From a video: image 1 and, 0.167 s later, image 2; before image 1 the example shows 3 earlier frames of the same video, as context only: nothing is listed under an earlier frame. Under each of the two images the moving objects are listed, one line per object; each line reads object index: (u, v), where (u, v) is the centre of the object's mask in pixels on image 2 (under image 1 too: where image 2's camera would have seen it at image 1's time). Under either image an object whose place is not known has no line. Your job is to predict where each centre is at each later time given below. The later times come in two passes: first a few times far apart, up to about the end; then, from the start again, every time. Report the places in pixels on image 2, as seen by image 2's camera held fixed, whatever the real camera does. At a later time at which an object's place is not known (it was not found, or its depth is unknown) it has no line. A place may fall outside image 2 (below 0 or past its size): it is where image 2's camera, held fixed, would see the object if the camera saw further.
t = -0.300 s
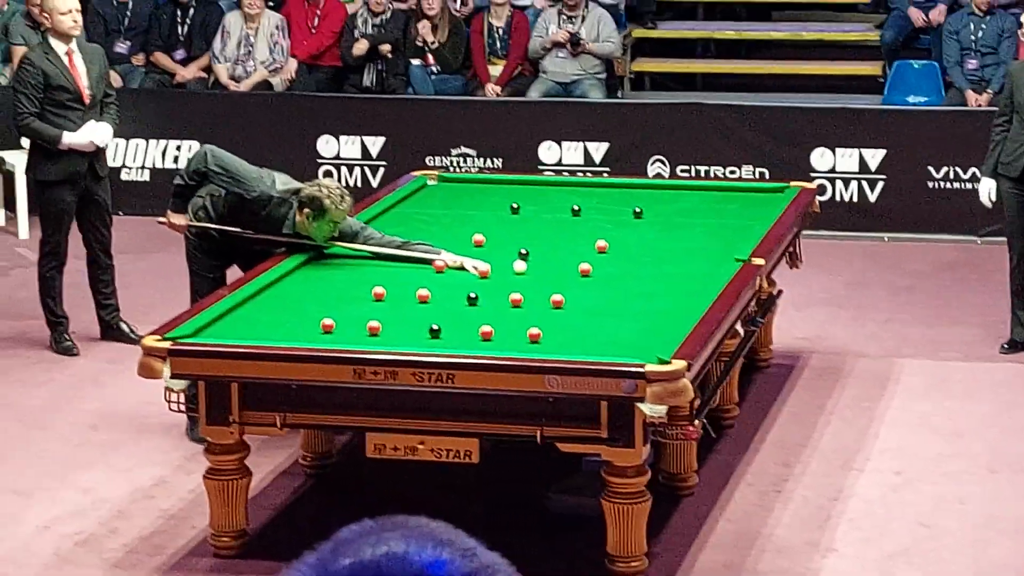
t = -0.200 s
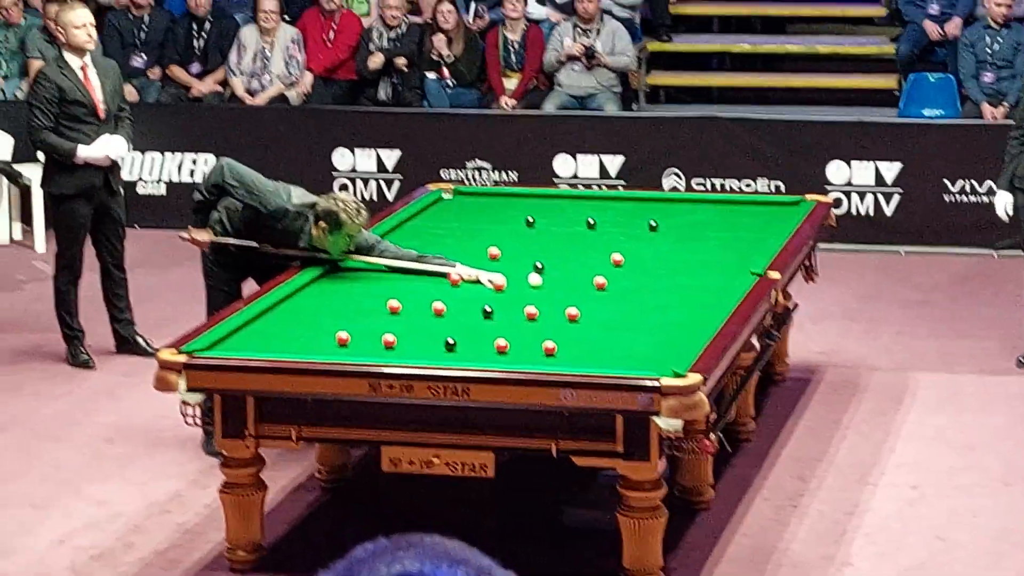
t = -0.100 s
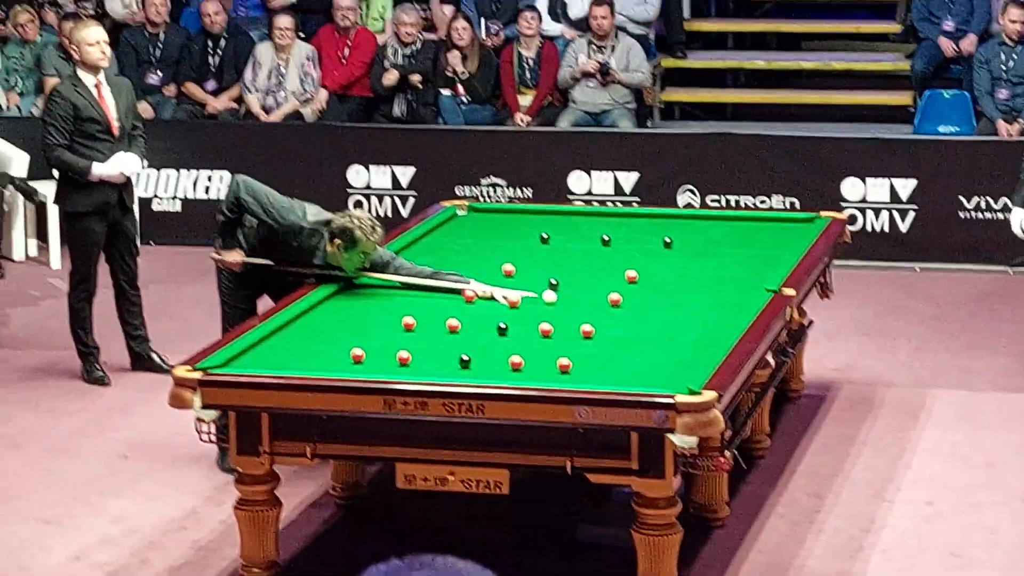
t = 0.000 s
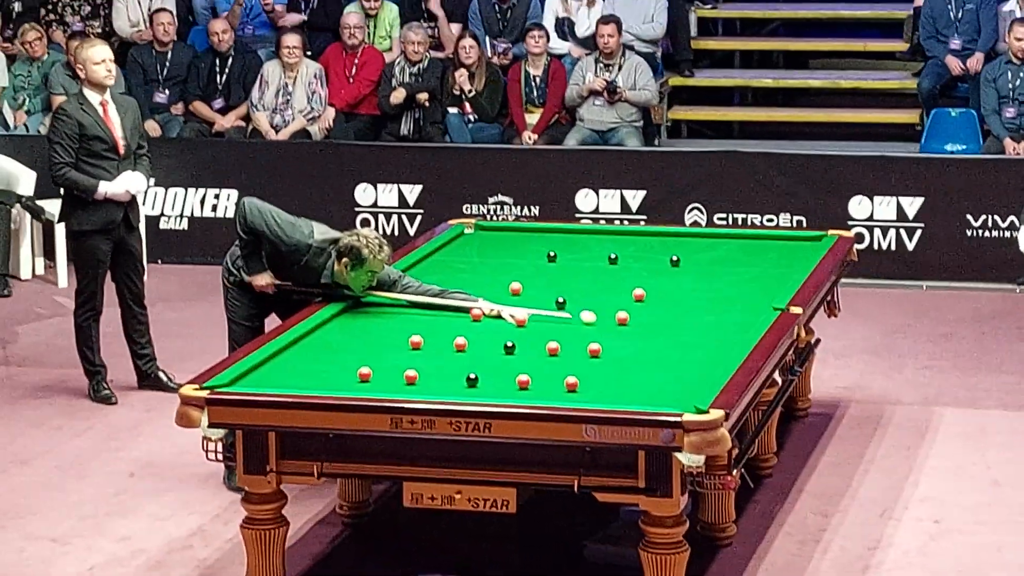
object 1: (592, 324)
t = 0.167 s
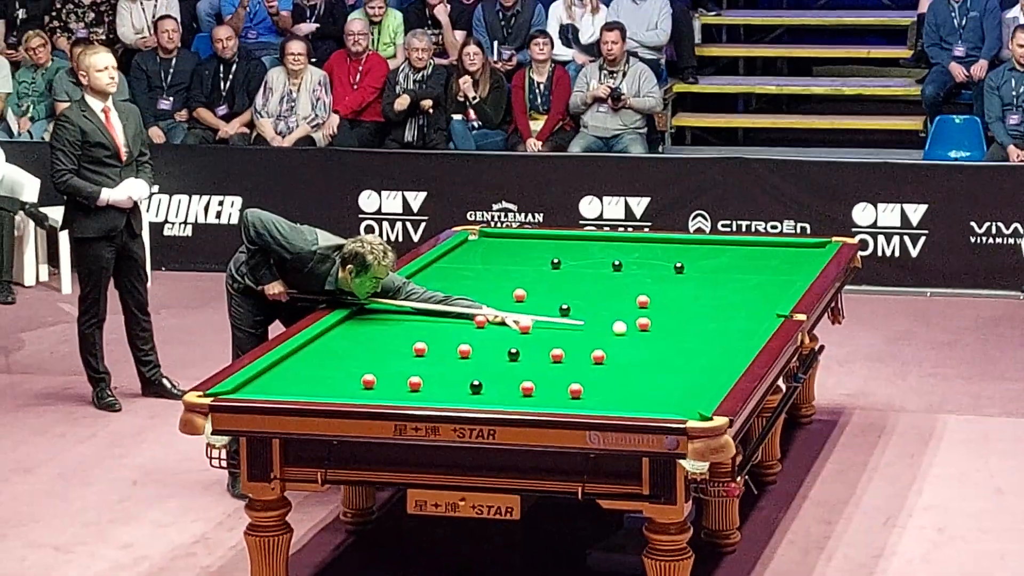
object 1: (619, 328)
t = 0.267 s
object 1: (629, 330)
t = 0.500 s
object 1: (653, 336)
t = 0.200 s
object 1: (622, 328)
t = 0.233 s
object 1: (626, 329)
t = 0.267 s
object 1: (629, 330)
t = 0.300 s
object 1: (632, 331)
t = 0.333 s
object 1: (636, 332)
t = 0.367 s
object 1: (639, 333)
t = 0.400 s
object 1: (643, 334)
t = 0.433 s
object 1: (646, 335)
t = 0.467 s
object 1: (649, 335)
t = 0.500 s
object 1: (653, 336)
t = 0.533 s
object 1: (656, 337)
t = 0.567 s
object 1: (659, 338)
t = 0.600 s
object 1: (663, 339)
